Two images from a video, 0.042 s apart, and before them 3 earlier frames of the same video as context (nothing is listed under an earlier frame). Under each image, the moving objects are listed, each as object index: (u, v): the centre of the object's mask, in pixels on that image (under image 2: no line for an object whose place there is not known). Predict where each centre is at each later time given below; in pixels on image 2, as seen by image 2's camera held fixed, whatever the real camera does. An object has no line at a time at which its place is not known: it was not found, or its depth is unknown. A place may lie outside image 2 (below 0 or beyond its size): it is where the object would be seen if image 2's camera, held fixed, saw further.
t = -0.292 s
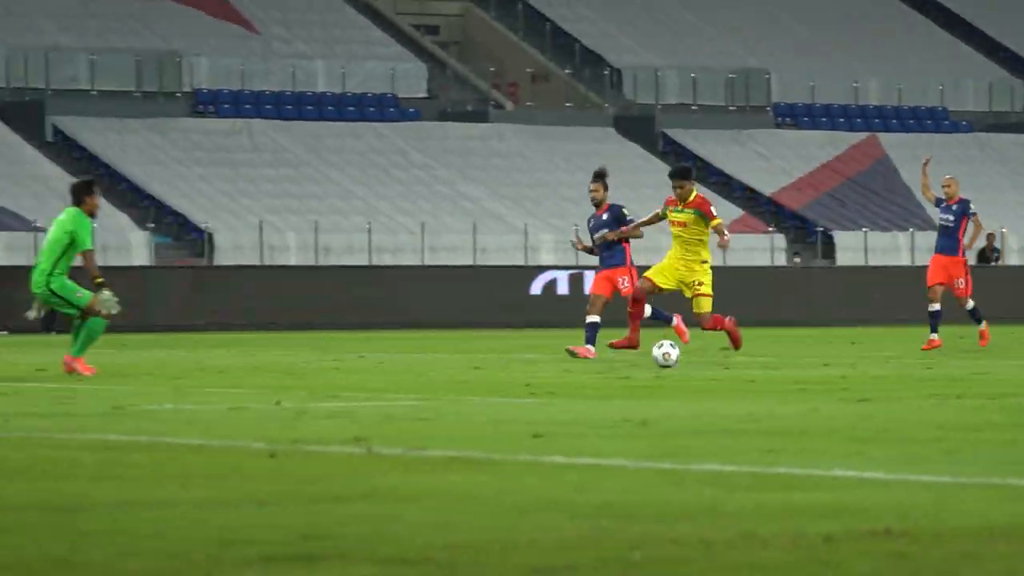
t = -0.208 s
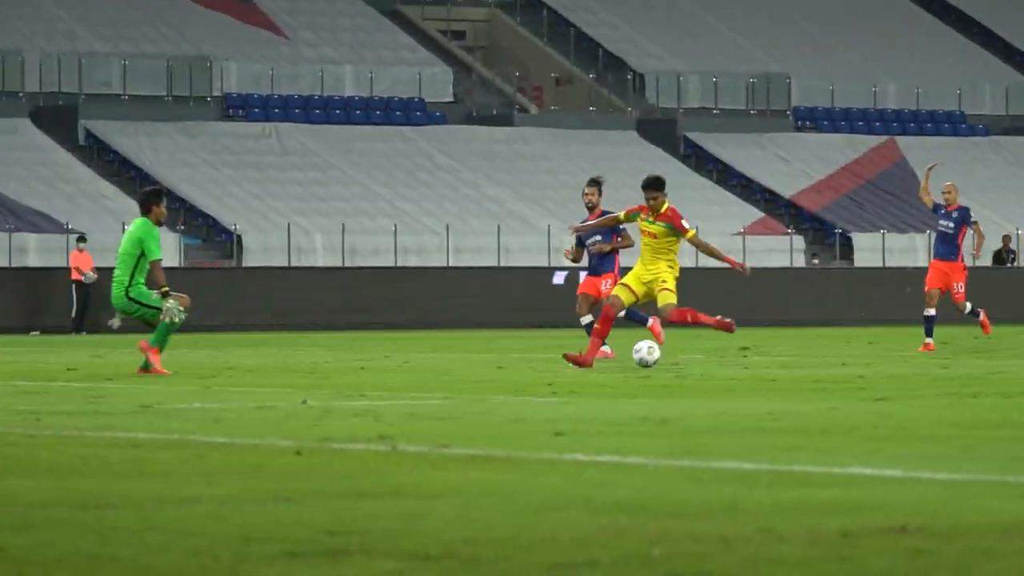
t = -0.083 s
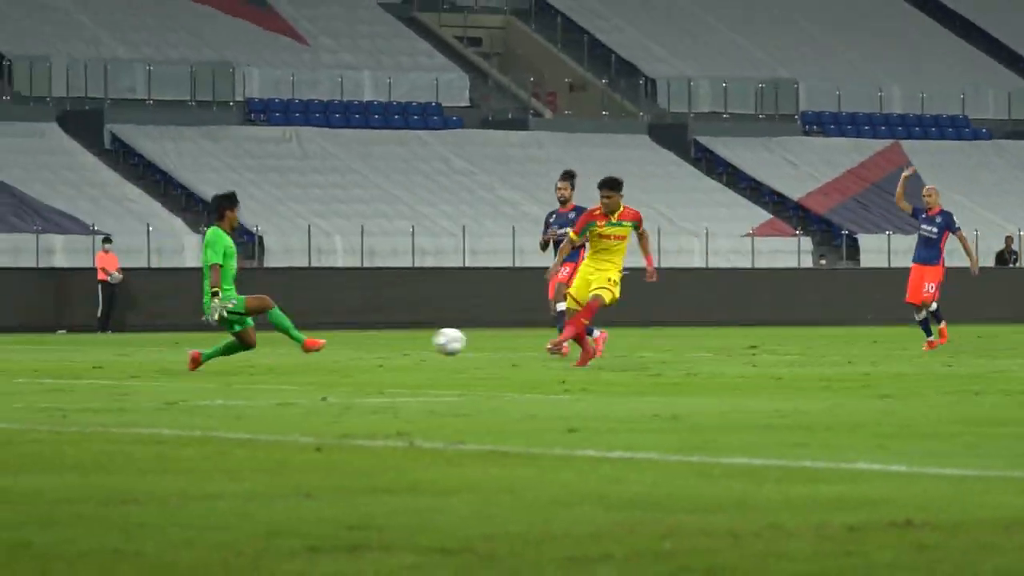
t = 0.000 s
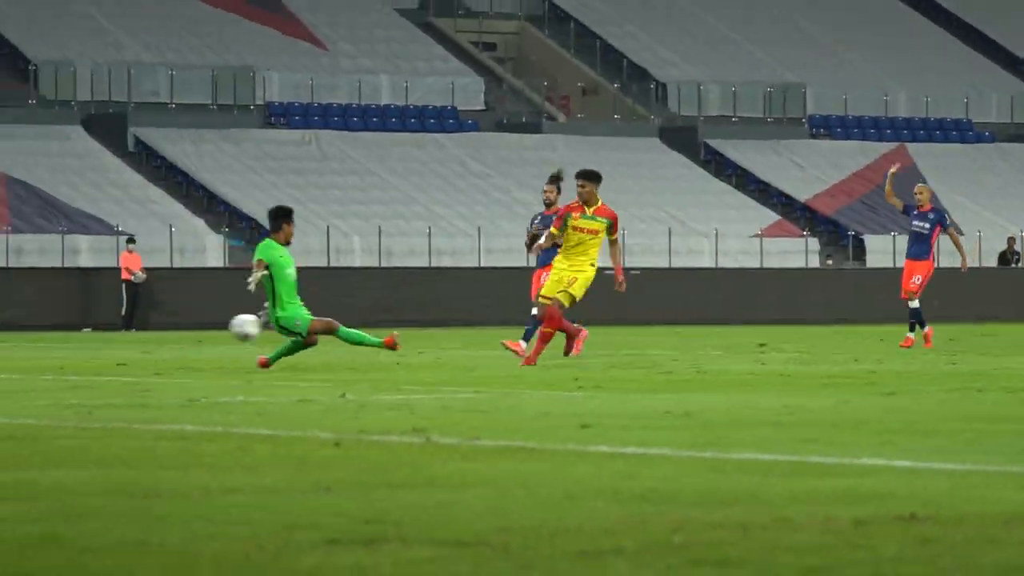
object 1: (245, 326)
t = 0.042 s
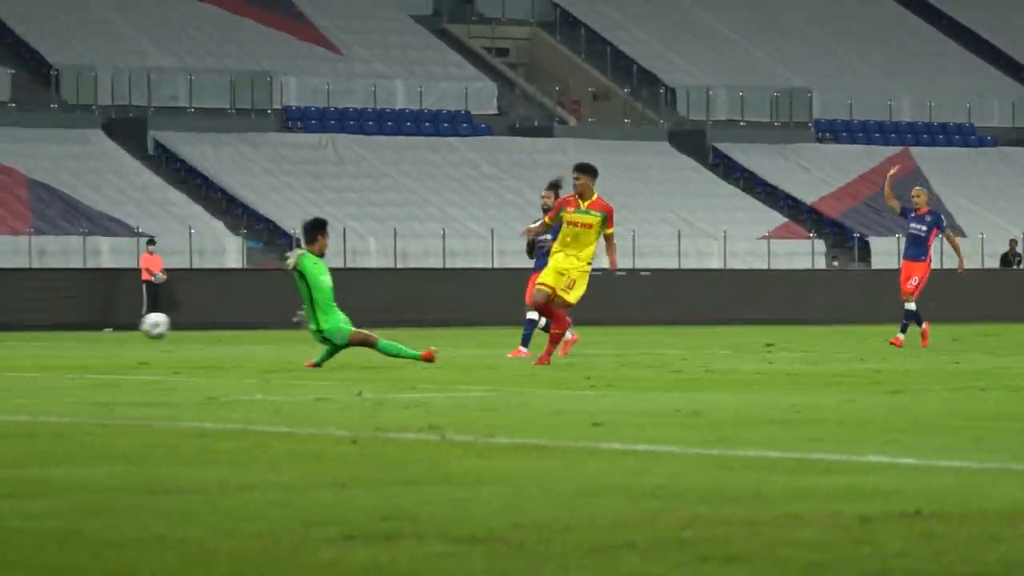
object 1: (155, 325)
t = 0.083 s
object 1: (51, 333)
